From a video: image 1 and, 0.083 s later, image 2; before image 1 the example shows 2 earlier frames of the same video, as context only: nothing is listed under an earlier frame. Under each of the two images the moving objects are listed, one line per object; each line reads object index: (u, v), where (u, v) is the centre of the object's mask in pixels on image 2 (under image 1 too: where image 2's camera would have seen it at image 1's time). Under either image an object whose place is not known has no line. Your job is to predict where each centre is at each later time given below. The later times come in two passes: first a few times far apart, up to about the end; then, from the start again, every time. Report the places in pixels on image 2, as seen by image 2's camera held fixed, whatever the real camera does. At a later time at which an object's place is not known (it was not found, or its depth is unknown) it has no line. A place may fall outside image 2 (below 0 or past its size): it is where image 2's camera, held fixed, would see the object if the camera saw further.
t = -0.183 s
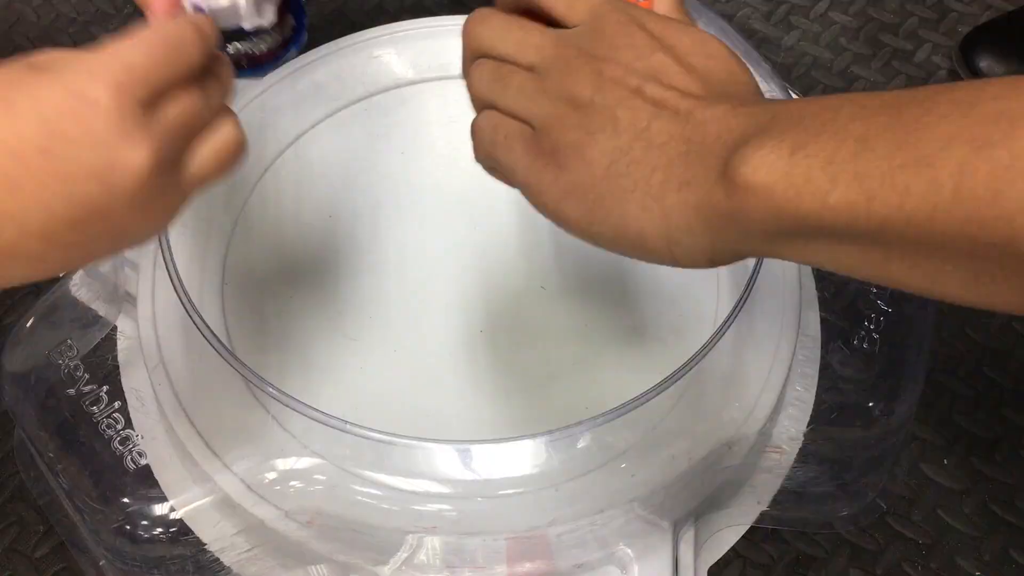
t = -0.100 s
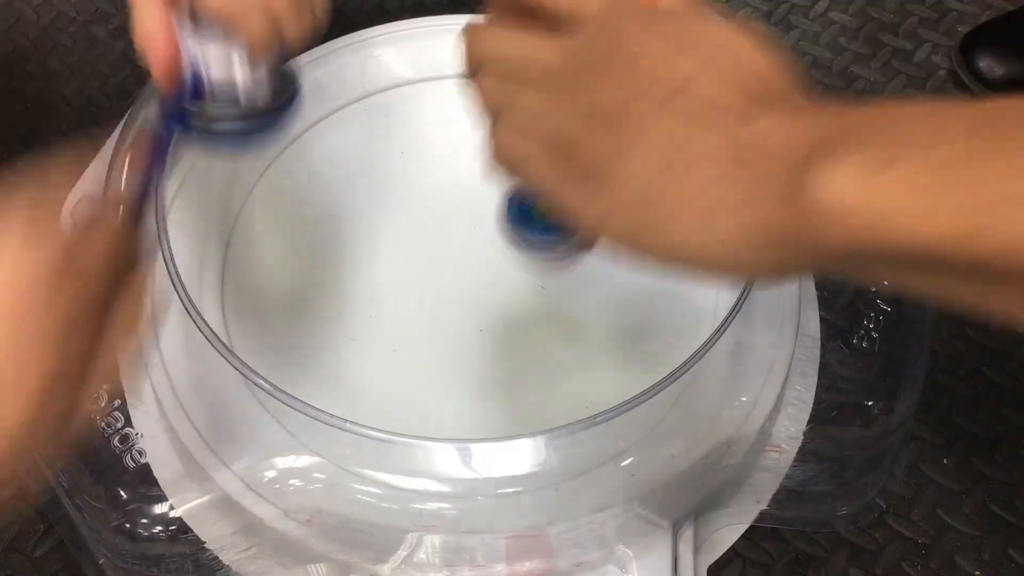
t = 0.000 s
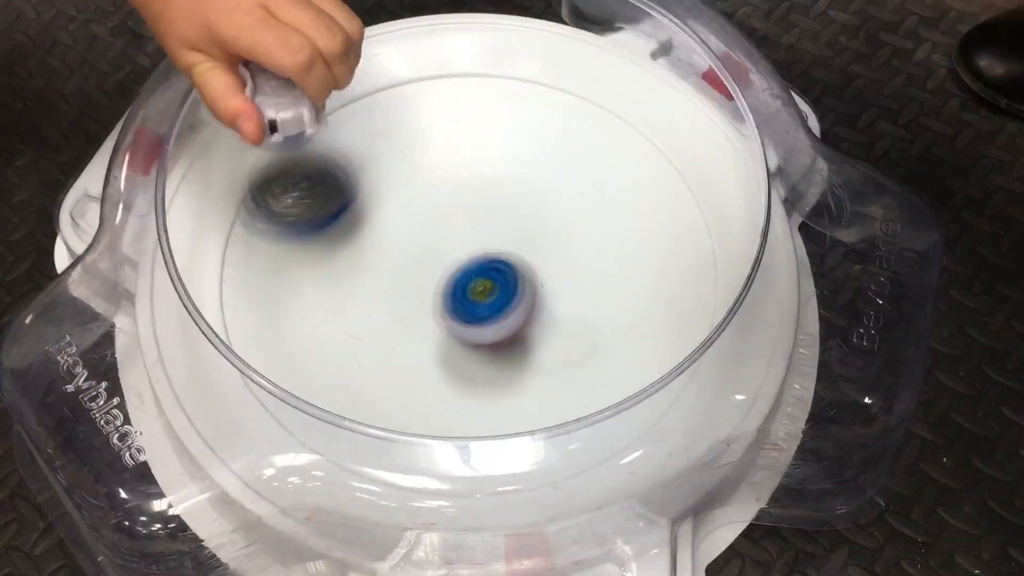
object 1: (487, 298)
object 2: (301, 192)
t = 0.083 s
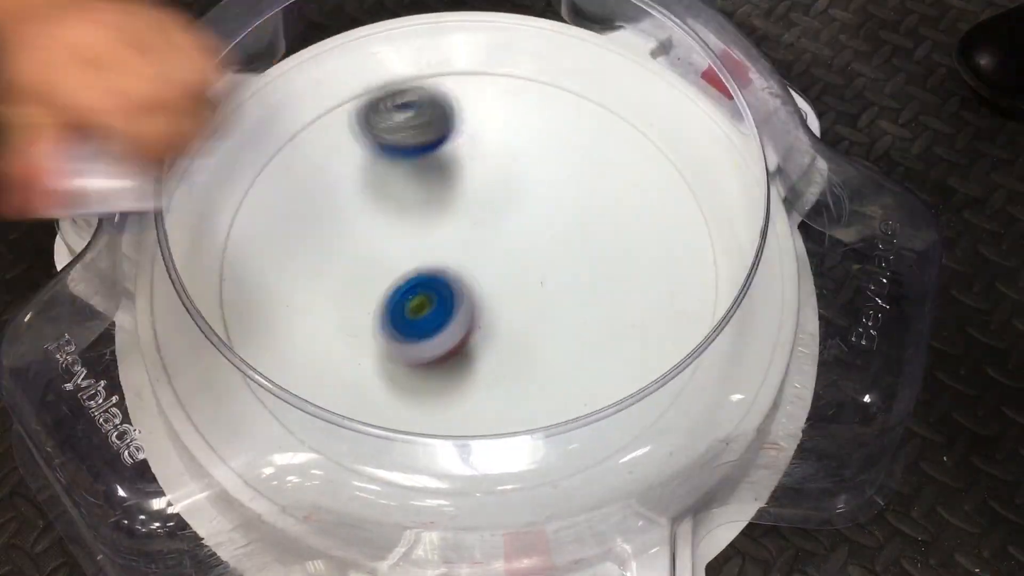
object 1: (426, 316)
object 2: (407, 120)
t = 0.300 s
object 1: (356, 315)
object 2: (681, 115)
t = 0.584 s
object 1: (453, 267)
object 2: (749, 363)
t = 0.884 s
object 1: (482, 287)
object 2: (401, 359)
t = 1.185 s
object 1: (397, 342)
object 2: (418, 57)
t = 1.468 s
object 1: (419, 332)
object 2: (704, 233)
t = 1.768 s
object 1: (413, 248)
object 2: (308, 433)
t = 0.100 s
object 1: (415, 328)
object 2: (429, 115)
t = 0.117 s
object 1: (406, 336)
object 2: (451, 116)
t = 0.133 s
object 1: (396, 330)
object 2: (473, 114)
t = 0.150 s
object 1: (389, 325)
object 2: (495, 103)
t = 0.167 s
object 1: (382, 324)
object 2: (518, 94)
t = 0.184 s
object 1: (375, 325)
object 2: (541, 90)
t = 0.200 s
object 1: (369, 329)
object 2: (564, 89)
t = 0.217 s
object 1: (365, 329)
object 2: (585, 92)
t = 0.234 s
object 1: (361, 324)
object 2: (607, 91)
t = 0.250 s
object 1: (358, 322)
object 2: (625, 92)
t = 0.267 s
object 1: (356, 322)
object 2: (643, 96)
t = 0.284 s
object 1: (356, 318)
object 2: (662, 104)
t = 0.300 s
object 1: (356, 315)
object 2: (681, 115)
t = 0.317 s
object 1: (356, 312)
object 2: (696, 123)
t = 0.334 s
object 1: (357, 309)
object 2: (703, 133)
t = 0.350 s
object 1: (360, 305)
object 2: (710, 150)
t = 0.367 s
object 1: (363, 302)
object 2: (715, 166)
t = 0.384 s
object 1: (369, 298)
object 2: (719, 178)
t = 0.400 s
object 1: (374, 294)
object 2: (727, 195)
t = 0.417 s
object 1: (380, 291)
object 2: (736, 209)
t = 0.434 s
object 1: (386, 288)
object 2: (739, 225)
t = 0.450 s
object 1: (393, 284)
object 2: (744, 242)
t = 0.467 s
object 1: (400, 282)
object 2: (749, 256)
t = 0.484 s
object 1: (408, 279)
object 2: (753, 271)
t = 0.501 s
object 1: (415, 276)
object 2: (758, 288)
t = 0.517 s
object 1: (423, 274)
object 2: (763, 303)
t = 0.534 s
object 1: (431, 271)
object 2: (771, 318)
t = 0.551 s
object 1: (438, 270)
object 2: (770, 333)
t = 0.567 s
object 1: (445, 268)
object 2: (759, 349)
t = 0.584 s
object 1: (453, 267)
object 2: (749, 363)
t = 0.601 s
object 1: (460, 266)
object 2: (739, 377)
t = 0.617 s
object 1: (466, 266)
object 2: (727, 391)
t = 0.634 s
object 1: (473, 265)
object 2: (718, 403)
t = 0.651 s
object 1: (478, 265)
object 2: (706, 415)
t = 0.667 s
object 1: (483, 265)
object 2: (691, 422)
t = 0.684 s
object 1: (487, 265)
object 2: (672, 427)
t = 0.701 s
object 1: (490, 265)
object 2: (653, 429)
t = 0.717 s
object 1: (493, 266)
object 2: (631, 430)
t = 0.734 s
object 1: (494, 267)
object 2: (609, 430)
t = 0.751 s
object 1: (496, 268)
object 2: (589, 430)
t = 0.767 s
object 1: (497, 270)
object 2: (570, 428)
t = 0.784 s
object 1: (496, 271)
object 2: (545, 422)
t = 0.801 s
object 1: (496, 273)
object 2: (514, 405)
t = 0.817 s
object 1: (494, 276)
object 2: (487, 401)
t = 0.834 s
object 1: (492, 278)
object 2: (464, 396)
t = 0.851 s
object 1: (489, 281)
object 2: (440, 387)
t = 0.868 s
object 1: (486, 284)
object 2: (419, 375)
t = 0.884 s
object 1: (482, 287)
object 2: (401, 359)
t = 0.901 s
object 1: (477, 291)
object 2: (381, 341)
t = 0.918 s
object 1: (472, 294)
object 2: (366, 323)
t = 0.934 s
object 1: (466, 298)
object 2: (354, 303)
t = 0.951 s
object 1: (461, 301)
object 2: (342, 282)
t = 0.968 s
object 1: (457, 305)
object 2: (334, 261)
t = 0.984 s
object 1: (452, 308)
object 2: (327, 240)
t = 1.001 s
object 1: (446, 312)
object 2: (322, 218)
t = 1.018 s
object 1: (442, 315)
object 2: (321, 198)
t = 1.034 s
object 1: (436, 318)
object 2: (320, 178)
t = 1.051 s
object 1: (431, 321)
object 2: (324, 160)
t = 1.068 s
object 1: (425, 324)
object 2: (329, 141)
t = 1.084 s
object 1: (420, 327)
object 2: (333, 121)
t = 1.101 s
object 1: (415, 330)
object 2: (342, 105)
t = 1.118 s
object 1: (410, 332)
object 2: (352, 89)
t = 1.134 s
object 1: (407, 335)
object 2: (367, 78)
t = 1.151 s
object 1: (403, 338)
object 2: (383, 70)
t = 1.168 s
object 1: (400, 340)
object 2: (401, 64)
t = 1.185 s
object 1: (397, 342)
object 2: (418, 57)
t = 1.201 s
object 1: (396, 345)
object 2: (438, 54)
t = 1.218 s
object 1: (394, 346)
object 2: (457, 54)
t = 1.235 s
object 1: (393, 347)
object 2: (477, 56)
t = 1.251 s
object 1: (393, 348)
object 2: (499, 58)
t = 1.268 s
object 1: (393, 349)
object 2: (519, 63)
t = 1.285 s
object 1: (393, 350)
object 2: (540, 67)
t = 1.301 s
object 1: (393, 351)
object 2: (563, 72)
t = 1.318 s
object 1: (395, 350)
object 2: (583, 81)
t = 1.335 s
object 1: (396, 350)
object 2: (604, 94)
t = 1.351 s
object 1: (399, 348)
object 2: (623, 106)
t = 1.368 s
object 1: (402, 347)
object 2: (640, 120)
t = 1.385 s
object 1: (405, 345)
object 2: (658, 135)
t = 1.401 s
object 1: (408, 343)
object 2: (671, 153)
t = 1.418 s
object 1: (410, 340)
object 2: (683, 171)
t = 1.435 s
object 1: (414, 338)
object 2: (693, 192)
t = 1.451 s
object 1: (417, 335)
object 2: (700, 212)
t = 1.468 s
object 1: (419, 332)
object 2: (704, 233)
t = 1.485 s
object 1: (421, 329)
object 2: (703, 254)
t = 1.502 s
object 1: (424, 325)
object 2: (704, 279)
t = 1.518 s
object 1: (425, 322)
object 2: (701, 302)
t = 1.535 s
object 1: (427, 317)
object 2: (694, 326)
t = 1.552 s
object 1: (428, 313)
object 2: (680, 350)
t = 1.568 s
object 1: (429, 309)
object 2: (665, 374)
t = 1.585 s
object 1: (429, 305)
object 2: (648, 395)
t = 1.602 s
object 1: (429, 300)
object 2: (627, 414)
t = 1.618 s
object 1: (428, 295)
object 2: (602, 432)
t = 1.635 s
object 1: (428, 290)
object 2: (574, 448)
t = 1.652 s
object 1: (428, 285)
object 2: (541, 462)
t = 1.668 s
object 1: (426, 280)
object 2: (513, 470)
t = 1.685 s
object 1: (425, 275)
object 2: (473, 479)
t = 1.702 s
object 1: (423, 269)
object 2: (436, 473)
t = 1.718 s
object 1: (421, 264)
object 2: (406, 471)
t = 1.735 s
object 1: (418, 259)
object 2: (372, 463)
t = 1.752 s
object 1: (415, 253)
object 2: (336, 450)
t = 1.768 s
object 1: (413, 248)
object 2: (308, 433)
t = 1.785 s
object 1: (410, 244)
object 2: (280, 419)
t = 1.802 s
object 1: (407, 239)
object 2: (253, 393)
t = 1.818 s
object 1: (404, 234)
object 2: (231, 372)
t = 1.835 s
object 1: (400, 230)
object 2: (213, 349)
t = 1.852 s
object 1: (397, 226)
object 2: (196, 327)
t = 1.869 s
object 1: (394, 223)
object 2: (183, 305)
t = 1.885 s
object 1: (390, 220)
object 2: (175, 282)
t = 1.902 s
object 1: (387, 218)
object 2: (187, 262)
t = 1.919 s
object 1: (384, 215)
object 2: (209, 241)
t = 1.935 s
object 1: (381, 214)
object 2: (214, 224)
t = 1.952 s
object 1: (376, 213)
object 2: (222, 206)
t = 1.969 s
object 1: (373, 213)
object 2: (236, 187)
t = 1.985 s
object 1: (370, 213)
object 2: (251, 171)
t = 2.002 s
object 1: (367, 214)
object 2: (269, 153)
